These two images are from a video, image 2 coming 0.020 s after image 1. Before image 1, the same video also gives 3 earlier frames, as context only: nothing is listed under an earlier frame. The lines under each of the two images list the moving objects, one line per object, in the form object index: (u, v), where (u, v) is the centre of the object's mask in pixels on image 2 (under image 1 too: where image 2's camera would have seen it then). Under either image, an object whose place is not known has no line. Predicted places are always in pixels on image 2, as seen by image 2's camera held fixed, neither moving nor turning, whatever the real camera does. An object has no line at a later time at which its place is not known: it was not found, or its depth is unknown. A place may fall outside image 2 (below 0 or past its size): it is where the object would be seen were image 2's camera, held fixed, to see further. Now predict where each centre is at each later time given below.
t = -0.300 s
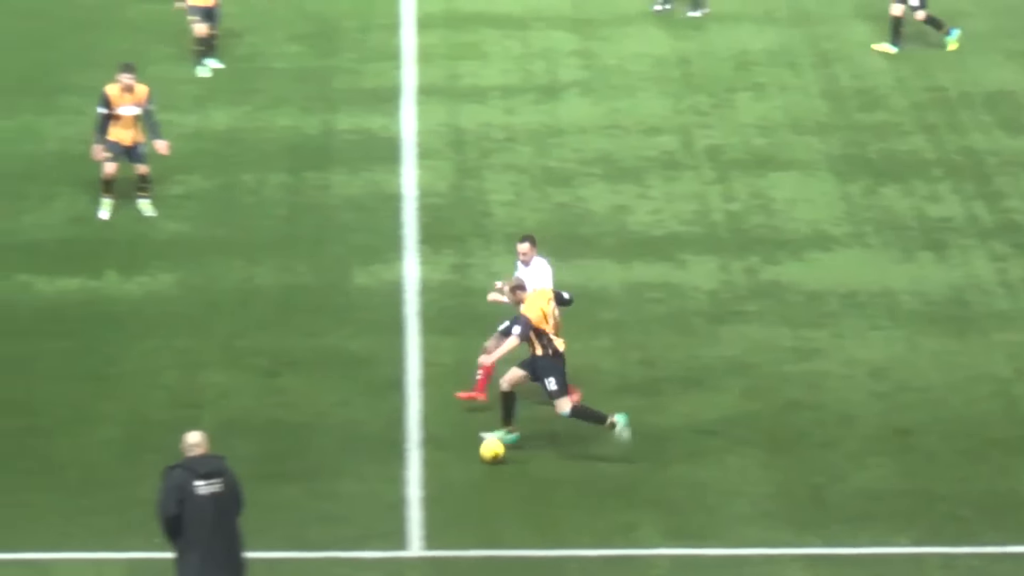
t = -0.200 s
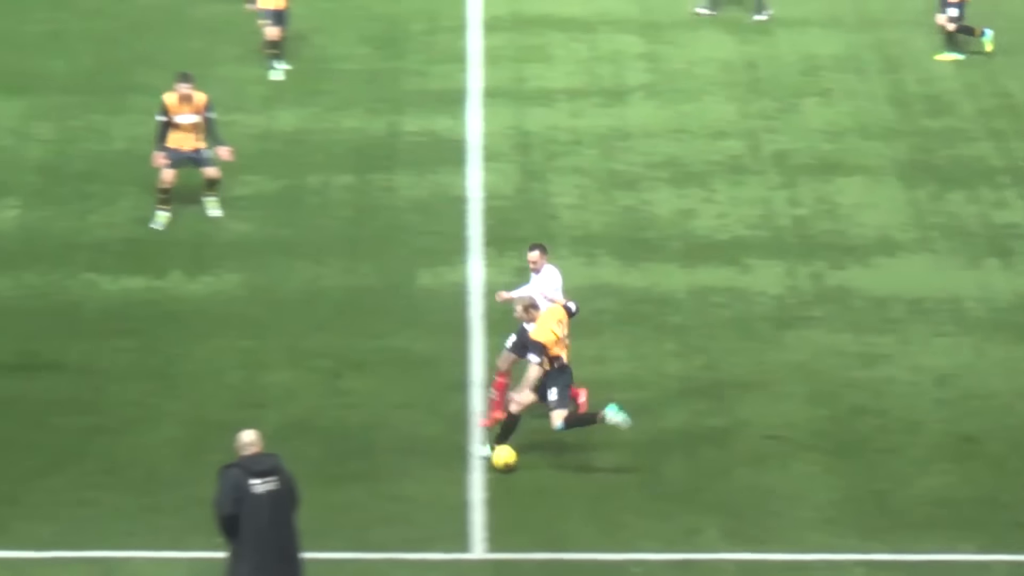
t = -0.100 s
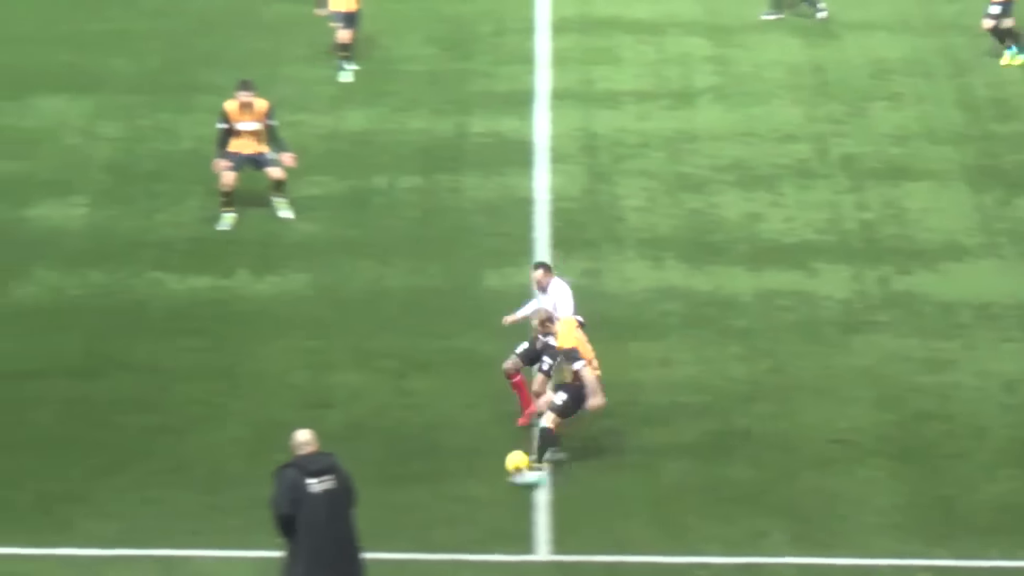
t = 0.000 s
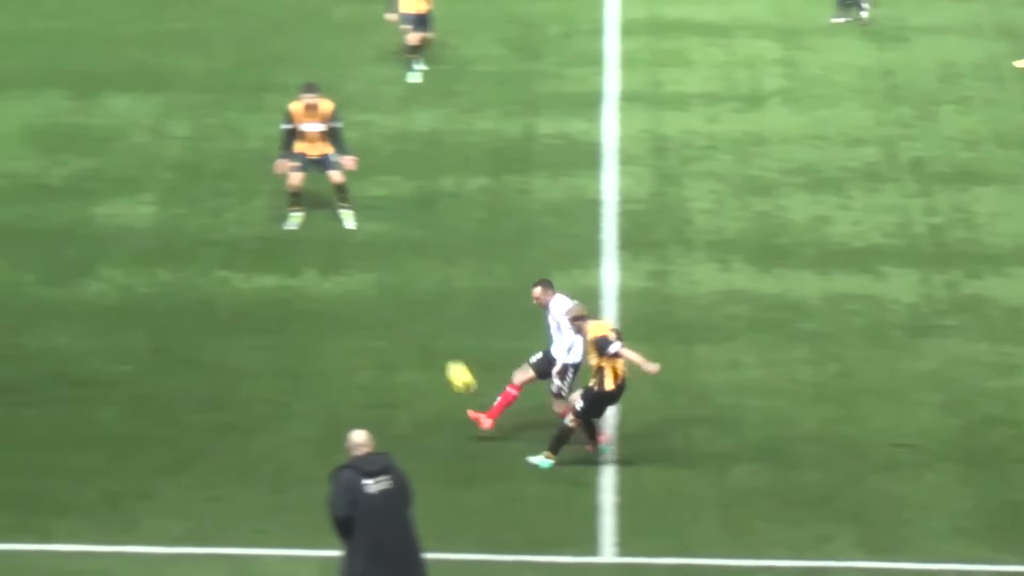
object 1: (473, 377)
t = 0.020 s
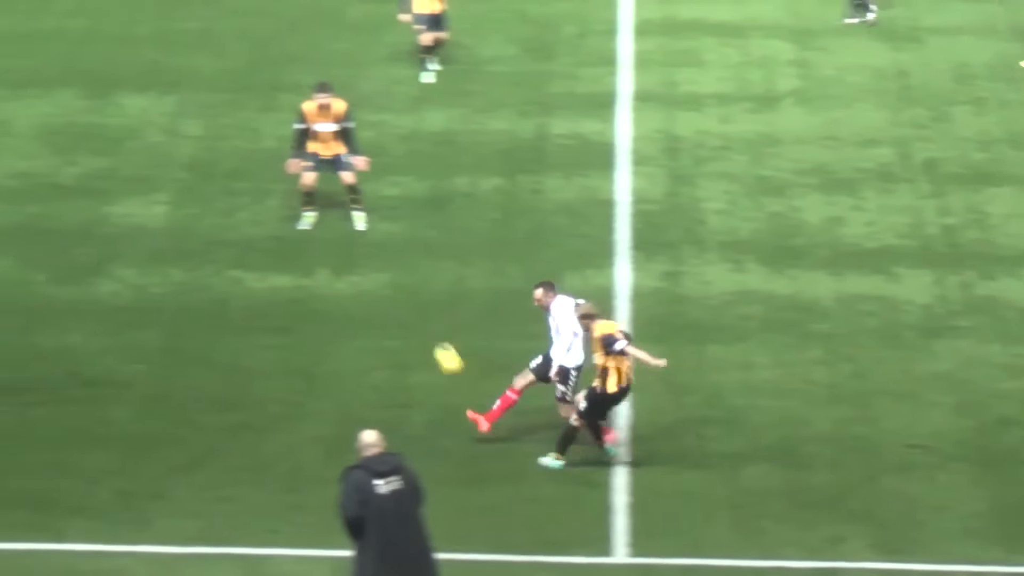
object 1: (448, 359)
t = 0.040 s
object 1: (424, 343)
